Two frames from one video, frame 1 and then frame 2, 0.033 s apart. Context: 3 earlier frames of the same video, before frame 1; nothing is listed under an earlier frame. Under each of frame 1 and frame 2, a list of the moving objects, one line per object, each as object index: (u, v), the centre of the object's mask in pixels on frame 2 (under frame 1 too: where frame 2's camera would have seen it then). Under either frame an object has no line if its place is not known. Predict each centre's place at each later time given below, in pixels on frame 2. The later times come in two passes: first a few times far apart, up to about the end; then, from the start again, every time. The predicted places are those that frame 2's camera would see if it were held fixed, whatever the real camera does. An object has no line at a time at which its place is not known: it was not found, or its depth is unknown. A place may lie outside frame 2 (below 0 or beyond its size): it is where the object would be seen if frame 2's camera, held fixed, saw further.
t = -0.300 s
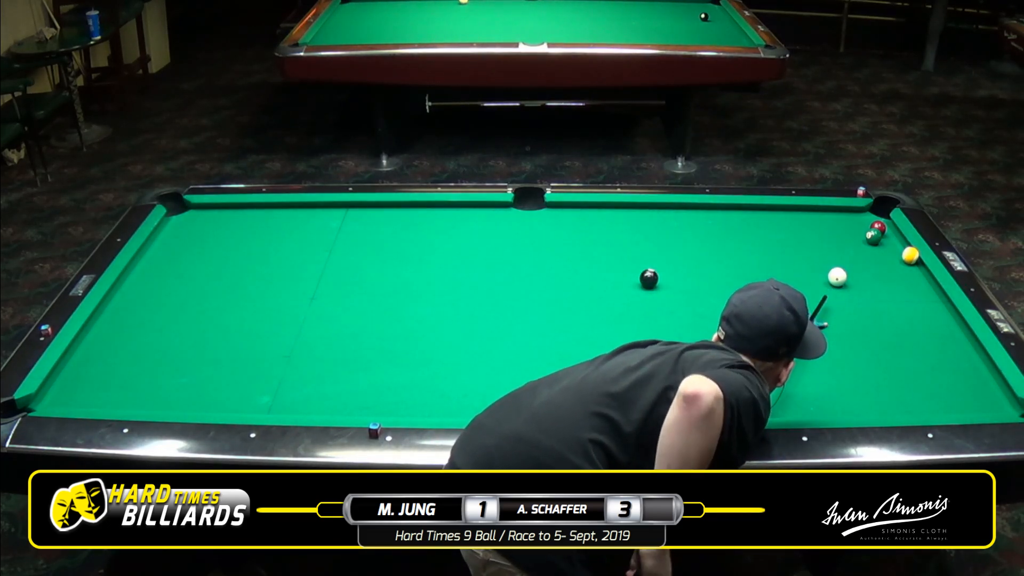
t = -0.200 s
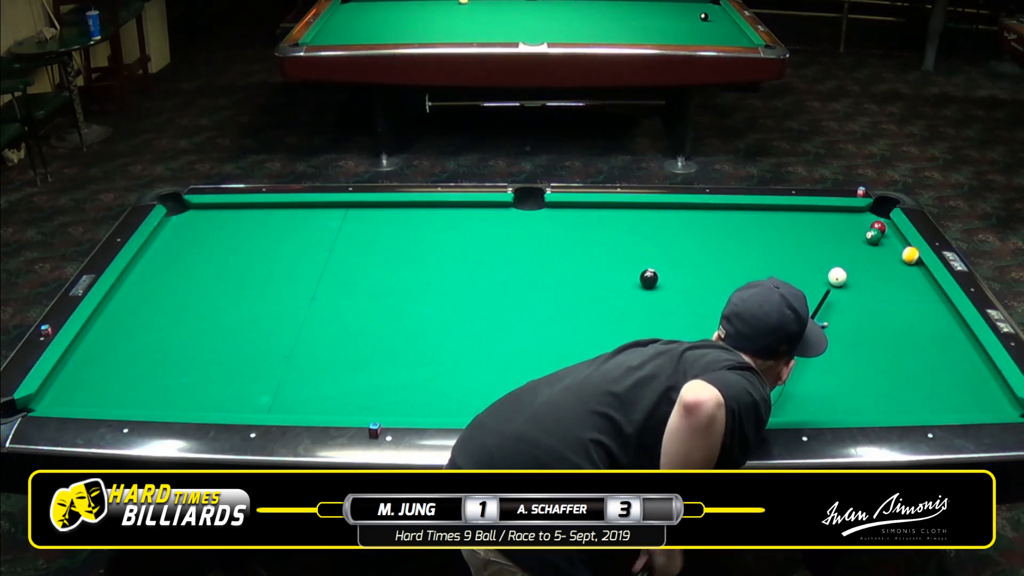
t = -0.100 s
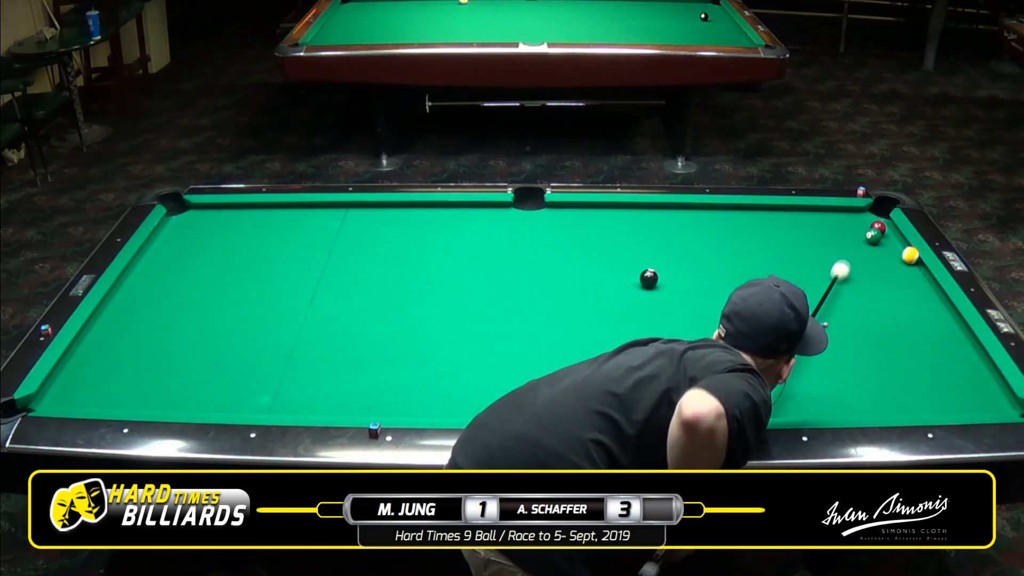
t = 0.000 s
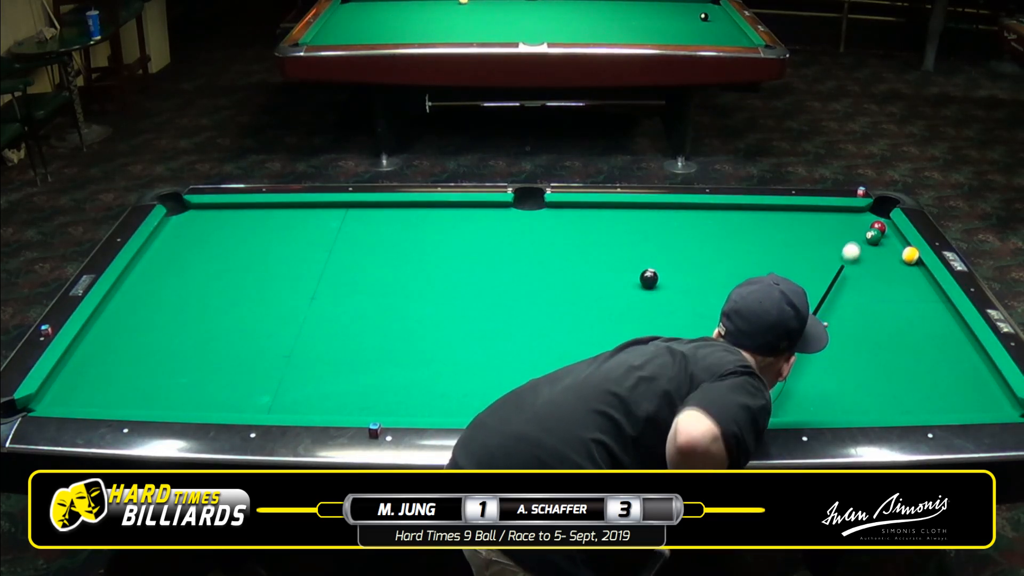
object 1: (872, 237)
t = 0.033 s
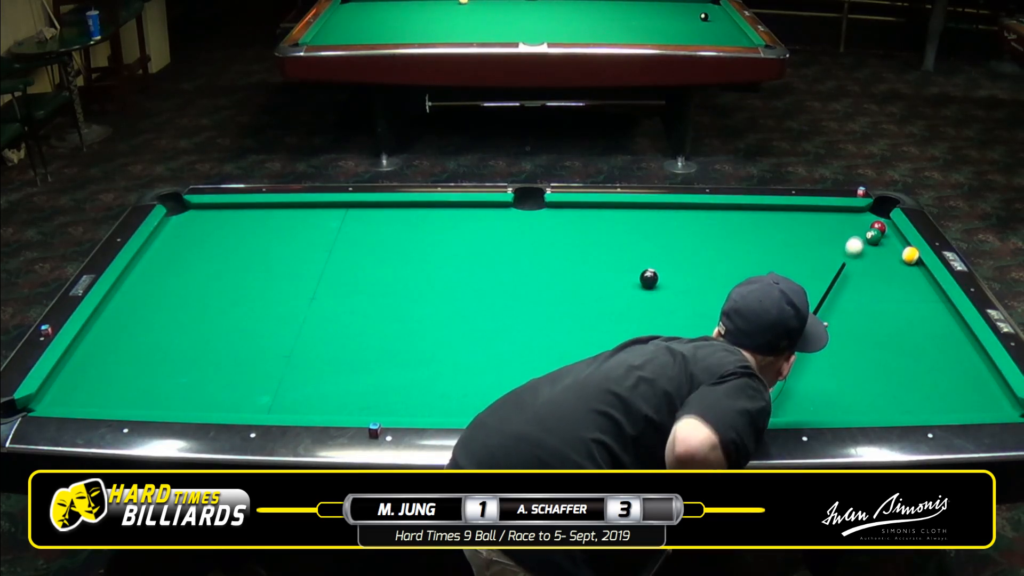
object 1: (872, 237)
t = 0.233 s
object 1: (896, 239)
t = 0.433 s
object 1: (881, 241)
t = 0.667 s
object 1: (868, 244)
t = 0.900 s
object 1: (873, 255)
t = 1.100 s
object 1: (877, 264)
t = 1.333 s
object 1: (882, 274)
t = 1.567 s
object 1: (886, 283)
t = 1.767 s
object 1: (890, 292)
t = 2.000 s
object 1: (894, 301)
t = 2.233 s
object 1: (898, 309)
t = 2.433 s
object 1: (902, 316)
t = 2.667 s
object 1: (907, 324)
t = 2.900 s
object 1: (907, 330)
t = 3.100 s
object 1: (914, 337)
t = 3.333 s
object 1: (918, 342)
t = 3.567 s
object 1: (922, 348)
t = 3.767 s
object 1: (924, 351)
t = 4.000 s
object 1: (926, 355)
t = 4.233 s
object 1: (928, 357)
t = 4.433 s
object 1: (930, 359)
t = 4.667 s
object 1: (931, 360)
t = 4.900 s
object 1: (931, 360)
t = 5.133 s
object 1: (931, 360)
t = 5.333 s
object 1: (931, 360)
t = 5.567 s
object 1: (931, 360)
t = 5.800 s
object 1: (931, 360)
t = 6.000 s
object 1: (931, 360)
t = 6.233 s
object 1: (931, 360)
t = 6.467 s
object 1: (931, 360)
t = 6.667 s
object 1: (931, 360)
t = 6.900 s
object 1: (931, 360)
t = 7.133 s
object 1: (931, 360)
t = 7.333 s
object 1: (931, 360)
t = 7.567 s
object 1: (931, 360)
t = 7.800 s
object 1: (931, 359)
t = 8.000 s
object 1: (931, 360)
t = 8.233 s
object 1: (931, 360)
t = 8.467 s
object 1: (931, 359)
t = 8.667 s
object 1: (931, 359)
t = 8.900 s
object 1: (931, 360)
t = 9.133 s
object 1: (931, 359)
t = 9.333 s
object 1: (931, 360)
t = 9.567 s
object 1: (931, 359)
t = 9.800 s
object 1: (931, 360)
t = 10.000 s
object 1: (931, 360)
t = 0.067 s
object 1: (873, 237)
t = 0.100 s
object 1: (874, 237)
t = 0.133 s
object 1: (880, 237)
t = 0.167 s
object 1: (887, 237)
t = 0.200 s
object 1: (892, 238)
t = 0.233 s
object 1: (896, 239)
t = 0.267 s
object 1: (896, 239)
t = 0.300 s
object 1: (893, 239)
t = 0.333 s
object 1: (890, 240)
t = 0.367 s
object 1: (887, 240)
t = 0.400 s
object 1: (884, 241)
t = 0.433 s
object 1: (881, 241)
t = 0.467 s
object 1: (878, 241)
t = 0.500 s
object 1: (875, 241)
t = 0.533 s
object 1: (872, 241)
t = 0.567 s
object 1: (870, 242)
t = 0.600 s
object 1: (867, 241)
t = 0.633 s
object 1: (867, 242)
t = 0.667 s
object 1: (868, 244)
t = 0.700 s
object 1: (868, 246)
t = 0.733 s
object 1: (869, 248)
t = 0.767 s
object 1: (870, 249)
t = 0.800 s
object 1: (871, 251)
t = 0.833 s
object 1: (872, 252)
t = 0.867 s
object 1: (872, 253)
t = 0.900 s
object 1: (873, 255)
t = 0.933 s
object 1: (874, 256)
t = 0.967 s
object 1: (874, 257)
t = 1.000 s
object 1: (875, 259)
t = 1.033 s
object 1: (875, 261)
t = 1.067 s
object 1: (876, 262)
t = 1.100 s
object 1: (877, 264)
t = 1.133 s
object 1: (878, 265)
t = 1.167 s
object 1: (878, 266)
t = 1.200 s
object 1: (879, 268)
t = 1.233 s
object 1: (879, 269)
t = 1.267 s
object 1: (880, 271)
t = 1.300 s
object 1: (881, 273)
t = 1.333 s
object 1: (882, 274)
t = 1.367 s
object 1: (882, 276)
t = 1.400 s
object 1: (883, 277)
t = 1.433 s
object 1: (884, 279)
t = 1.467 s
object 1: (884, 280)
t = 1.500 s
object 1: (885, 281)
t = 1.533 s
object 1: (885, 282)
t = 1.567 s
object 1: (886, 283)
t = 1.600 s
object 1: (887, 285)
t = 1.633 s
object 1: (887, 287)
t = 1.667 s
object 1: (888, 287)
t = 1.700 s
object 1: (888, 289)
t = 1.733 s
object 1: (889, 290)
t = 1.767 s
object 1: (890, 292)
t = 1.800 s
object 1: (890, 292)
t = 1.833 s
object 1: (891, 294)
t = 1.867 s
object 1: (891, 295)
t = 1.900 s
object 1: (892, 296)
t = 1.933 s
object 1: (893, 298)
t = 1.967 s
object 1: (893, 299)
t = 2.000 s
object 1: (894, 301)
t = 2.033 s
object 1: (895, 302)
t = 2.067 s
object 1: (895, 303)
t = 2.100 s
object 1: (896, 305)
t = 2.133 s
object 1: (896, 306)
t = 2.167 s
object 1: (897, 307)
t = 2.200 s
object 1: (898, 308)
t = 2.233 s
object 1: (898, 309)
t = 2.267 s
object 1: (899, 310)
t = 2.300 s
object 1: (900, 312)
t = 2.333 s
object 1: (900, 313)
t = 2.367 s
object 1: (901, 314)
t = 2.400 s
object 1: (901, 315)
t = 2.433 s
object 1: (902, 316)
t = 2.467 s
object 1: (903, 318)
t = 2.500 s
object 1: (903, 319)
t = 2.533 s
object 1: (904, 320)
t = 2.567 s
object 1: (905, 321)
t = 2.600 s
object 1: (905, 321)
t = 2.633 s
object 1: (906, 323)
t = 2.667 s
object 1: (907, 324)
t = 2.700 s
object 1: (907, 324)
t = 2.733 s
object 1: (908, 325)
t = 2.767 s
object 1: (909, 327)
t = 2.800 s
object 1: (910, 329)
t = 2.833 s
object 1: (912, 331)
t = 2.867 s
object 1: (910, 330)
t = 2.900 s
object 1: (907, 330)
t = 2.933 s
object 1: (909, 331)
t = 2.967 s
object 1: (911, 333)
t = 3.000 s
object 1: (912, 334)
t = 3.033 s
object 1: (913, 335)
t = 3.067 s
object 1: (913, 336)
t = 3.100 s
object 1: (914, 337)
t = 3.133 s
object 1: (914, 338)
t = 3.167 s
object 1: (915, 339)
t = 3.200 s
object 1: (915, 339)
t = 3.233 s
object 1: (916, 340)
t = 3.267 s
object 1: (916, 341)
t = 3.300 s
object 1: (917, 341)
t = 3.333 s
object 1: (918, 342)
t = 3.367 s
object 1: (918, 343)
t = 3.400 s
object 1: (918, 344)
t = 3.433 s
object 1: (919, 345)
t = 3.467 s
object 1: (919, 345)
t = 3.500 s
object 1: (918, 345)
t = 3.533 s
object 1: (917, 345)
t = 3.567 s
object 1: (922, 348)
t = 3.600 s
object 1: (924, 351)
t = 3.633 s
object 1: (923, 350)
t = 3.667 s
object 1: (923, 350)
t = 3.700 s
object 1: (923, 350)
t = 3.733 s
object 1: (923, 351)
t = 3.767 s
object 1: (924, 351)
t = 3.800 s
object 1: (924, 352)
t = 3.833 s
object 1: (925, 353)
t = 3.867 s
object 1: (925, 353)
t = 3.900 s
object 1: (925, 353)
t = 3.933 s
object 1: (925, 354)
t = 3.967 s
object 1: (926, 354)
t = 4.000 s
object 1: (926, 355)
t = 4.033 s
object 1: (927, 355)
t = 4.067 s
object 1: (927, 355)
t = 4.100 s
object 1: (927, 356)
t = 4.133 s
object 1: (927, 356)
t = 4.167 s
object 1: (928, 356)
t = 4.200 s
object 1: (928, 357)
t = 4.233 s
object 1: (928, 357)
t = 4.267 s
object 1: (929, 357)
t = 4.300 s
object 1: (929, 358)
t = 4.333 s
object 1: (929, 358)
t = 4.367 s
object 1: (929, 358)
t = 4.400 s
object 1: (929, 358)
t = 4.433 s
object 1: (930, 359)
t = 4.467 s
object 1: (930, 359)
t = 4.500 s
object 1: (930, 359)
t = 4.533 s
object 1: (930, 359)
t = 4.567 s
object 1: (930, 359)
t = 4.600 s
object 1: (930, 359)
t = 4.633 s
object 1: (931, 360)
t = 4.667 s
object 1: (931, 360)
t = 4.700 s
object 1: (931, 360)
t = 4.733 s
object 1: (931, 360)
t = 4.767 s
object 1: (931, 360)
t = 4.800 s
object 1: (931, 360)
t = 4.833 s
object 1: (931, 360)
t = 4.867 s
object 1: (931, 360)
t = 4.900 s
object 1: (931, 360)
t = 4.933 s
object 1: (931, 360)
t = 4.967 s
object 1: (931, 360)
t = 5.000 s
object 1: (931, 360)
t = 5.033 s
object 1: (931, 360)
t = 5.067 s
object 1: (931, 360)
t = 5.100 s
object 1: (931, 360)
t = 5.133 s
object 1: (931, 360)
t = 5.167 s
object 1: (931, 360)
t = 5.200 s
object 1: (931, 360)
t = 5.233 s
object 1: (931, 360)
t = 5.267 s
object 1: (931, 360)
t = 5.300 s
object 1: (931, 360)
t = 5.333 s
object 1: (931, 360)
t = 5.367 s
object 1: (931, 360)
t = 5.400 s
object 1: (931, 360)
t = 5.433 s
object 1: (931, 360)
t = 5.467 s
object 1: (931, 360)
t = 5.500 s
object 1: (931, 360)
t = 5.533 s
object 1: (931, 360)
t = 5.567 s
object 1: (931, 360)
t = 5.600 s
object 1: (931, 360)
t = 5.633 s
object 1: (931, 360)
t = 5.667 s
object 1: (931, 360)
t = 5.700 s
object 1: (931, 360)
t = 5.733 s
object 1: (931, 360)
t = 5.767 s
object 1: (931, 360)
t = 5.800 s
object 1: (931, 360)
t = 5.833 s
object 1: (931, 360)
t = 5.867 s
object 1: (931, 360)
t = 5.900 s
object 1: (931, 360)
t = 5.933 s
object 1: (931, 360)
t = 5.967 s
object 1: (931, 360)
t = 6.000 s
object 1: (931, 360)
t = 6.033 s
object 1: (931, 360)
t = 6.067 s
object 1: (931, 360)
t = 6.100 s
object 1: (931, 360)
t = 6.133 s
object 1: (931, 360)
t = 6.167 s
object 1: (931, 360)
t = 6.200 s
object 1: (931, 360)
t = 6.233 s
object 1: (931, 360)
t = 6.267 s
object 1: (931, 360)
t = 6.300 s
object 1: (931, 360)
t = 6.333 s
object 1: (931, 360)
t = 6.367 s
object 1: (931, 360)
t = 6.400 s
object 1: (931, 360)
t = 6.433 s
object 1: (931, 360)
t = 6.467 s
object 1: (931, 360)
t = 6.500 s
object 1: (931, 360)
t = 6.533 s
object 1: (931, 360)
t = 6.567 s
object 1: (931, 360)
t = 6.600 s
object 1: (931, 360)
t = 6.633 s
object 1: (931, 360)
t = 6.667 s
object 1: (931, 360)
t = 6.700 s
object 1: (931, 360)
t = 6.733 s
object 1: (931, 360)
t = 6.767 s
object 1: (931, 360)
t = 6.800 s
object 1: (931, 360)
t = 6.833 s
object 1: (931, 360)
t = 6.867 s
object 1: (931, 360)
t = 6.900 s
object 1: (931, 360)
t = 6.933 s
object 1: (931, 360)
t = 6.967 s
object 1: (931, 360)
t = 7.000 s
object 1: (931, 360)
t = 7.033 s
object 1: (931, 360)
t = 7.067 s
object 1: (931, 360)
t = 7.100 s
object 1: (931, 360)
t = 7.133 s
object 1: (931, 360)
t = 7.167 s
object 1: (931, 360)
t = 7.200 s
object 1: (931, 360)
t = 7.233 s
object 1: (931, 360)
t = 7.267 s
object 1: (931, 360)
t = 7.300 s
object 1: (931, 360)
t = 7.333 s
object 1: (931, 360)
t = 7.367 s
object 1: (931, 360)
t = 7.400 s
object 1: (931, 360)
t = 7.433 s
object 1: (931, 360)
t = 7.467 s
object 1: (931, 360)
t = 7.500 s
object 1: (931, 359)
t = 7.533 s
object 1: (931, 360)
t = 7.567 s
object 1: (931, 360)
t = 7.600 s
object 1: (931, 360)
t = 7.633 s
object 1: (931, 359)
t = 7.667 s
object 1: (931, 360)
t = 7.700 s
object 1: (931, 359)
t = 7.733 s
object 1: (931, 360)
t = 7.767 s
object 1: (931, 360)
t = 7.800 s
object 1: (931, 359)
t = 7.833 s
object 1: (931, 359)
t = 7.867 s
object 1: (931, 359)
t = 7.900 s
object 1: (931, 360)
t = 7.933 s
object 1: (931, 359)
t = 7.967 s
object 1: (931, 359)
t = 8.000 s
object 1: (931, 360)
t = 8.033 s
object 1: (931, 360)
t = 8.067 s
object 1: (931, 359)
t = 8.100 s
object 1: (931, 360)
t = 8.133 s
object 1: (931, 359)
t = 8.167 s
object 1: (931, 360)
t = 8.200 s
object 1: (931, 360)
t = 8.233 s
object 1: (931, 360)
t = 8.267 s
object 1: (931, 359)
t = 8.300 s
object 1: (931, 360)
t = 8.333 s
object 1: (931, 359)
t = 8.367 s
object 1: (931, 360)
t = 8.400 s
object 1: (931, 360)
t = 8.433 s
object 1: (931, 360)
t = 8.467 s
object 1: (931, 359)
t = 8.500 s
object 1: (931, 360)
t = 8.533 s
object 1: (931, 360)
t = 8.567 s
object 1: (931, 359)
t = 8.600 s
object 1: (931, 360)
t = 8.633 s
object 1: (931, 360)
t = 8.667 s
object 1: (931, 359)
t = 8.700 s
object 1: (931, 360)
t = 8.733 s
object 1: (931, 359)
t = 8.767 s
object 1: (931, 360)
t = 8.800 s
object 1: (931, 359)
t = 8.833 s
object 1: (931, 360)
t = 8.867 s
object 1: (931, 359)
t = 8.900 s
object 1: (931, 360)
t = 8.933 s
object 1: (931, 360)
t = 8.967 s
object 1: (931, 360)
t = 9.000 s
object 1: (931, 360)
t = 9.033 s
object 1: (931, 359)
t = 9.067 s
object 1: (931, 360)
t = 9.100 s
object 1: (931, 359)
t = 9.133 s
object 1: (931, 359)
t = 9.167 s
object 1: (931, 360)
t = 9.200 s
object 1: (931, 360)
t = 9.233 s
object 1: (931, 359)
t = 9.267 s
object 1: (931, 360)
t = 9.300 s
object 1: (931, 360)
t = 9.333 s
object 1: (931, 360)
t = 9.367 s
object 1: (931, 359)
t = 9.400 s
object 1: (931, 360)
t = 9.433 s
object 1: (931, 359)
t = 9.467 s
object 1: (931, 359)
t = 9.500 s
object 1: (931, 360)
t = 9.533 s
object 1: (931, 360)
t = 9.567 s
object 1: (931, 359)
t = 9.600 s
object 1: (931, 359)
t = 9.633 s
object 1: (931, 360)
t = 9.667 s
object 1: (931, 359)
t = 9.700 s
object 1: (931, 359)
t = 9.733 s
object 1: (931, 360)
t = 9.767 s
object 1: (931, 360)
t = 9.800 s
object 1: (931, 360)
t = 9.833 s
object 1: (931, 360)
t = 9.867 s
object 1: (931, 360)
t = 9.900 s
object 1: (931, 359)
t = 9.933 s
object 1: (931, 360)
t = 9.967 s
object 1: (931, 360)
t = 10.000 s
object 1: (931, 360)
